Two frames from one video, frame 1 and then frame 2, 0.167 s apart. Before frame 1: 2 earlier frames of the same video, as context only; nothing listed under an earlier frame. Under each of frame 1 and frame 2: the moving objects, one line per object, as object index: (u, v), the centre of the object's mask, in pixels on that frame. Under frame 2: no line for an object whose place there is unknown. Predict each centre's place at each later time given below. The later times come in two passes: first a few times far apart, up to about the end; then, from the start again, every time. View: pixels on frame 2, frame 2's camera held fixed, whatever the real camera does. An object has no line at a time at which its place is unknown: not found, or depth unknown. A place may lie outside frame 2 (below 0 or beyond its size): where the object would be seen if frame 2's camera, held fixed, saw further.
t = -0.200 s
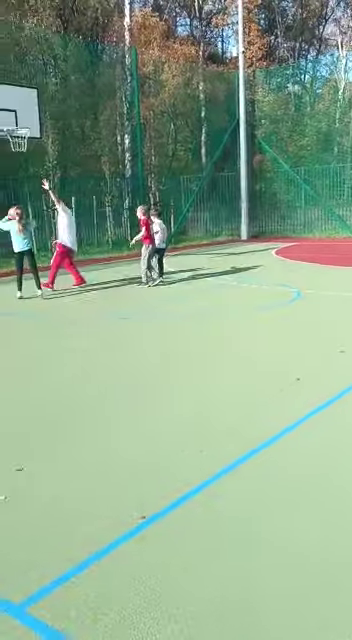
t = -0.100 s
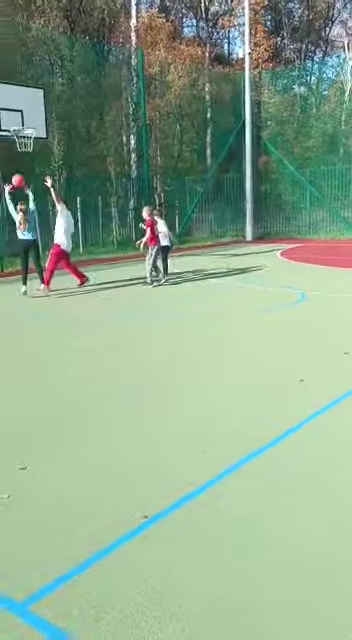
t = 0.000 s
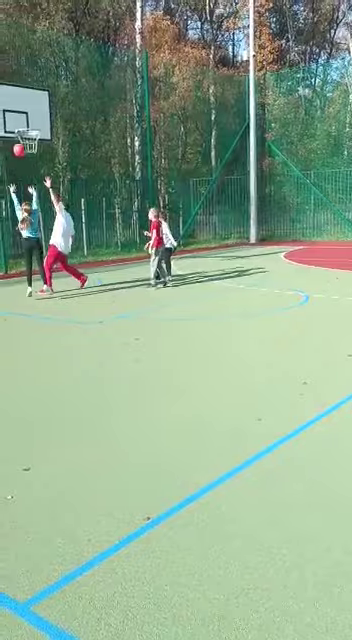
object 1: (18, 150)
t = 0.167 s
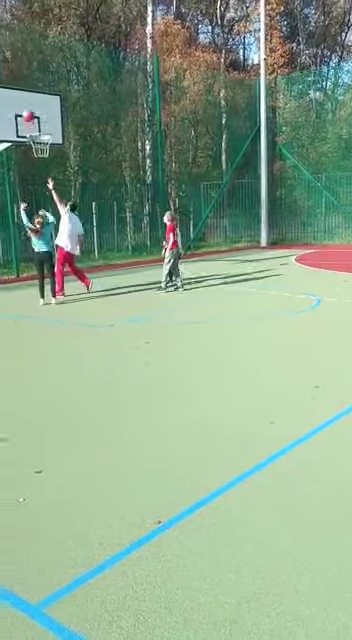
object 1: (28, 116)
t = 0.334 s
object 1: (26, 93)
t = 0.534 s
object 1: (25, 90)
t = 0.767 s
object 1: (27, 113)
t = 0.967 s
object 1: (30, 123)
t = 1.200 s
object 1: (38, 120)
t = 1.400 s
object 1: (40, 138)
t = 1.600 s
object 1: (34, 151)
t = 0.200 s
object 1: (28, 110)
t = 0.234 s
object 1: (27, 105)
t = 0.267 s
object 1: (26, 101)
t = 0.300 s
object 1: (27, 96)
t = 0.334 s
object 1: (26, 93)
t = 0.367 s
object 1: (25, 91)
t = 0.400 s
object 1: (25, 90)
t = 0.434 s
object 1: (25, 89)
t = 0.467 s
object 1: (25, 89)
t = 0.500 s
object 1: (25, 89)
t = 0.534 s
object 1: (25, 90)
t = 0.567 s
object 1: (25, 91)
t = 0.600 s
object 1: (25, 94)
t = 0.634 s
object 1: (26, 96)
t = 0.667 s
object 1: (26, 100)
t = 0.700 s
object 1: (26, 104)
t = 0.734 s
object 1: (27, 108)
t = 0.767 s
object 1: (27, 113)
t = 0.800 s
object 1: (28, 118)
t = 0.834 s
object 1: (28, 124)
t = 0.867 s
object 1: (29, 128)
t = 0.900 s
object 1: (29, 127)
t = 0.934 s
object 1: (29, 125)
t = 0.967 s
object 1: (30, 123)
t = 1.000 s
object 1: (31, 120)
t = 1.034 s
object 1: (32, 119)
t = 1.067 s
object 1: (33, 118)
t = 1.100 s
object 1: (34, 118)
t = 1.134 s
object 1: (35, 119)
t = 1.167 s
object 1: (37, 119)
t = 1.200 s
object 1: (38, 120)
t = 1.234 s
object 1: (40, 123)
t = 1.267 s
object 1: (41, 125)
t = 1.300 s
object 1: (42, 128)
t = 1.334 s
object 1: (43, 131)
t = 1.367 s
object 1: (42, 135)
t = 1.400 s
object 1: (40, 138)
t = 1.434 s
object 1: (39, 143)
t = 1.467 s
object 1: (38, 146)
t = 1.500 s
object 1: (37, 149)
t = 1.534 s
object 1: (36, 149)
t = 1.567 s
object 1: (35, 150)
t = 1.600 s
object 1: (34, 151)
